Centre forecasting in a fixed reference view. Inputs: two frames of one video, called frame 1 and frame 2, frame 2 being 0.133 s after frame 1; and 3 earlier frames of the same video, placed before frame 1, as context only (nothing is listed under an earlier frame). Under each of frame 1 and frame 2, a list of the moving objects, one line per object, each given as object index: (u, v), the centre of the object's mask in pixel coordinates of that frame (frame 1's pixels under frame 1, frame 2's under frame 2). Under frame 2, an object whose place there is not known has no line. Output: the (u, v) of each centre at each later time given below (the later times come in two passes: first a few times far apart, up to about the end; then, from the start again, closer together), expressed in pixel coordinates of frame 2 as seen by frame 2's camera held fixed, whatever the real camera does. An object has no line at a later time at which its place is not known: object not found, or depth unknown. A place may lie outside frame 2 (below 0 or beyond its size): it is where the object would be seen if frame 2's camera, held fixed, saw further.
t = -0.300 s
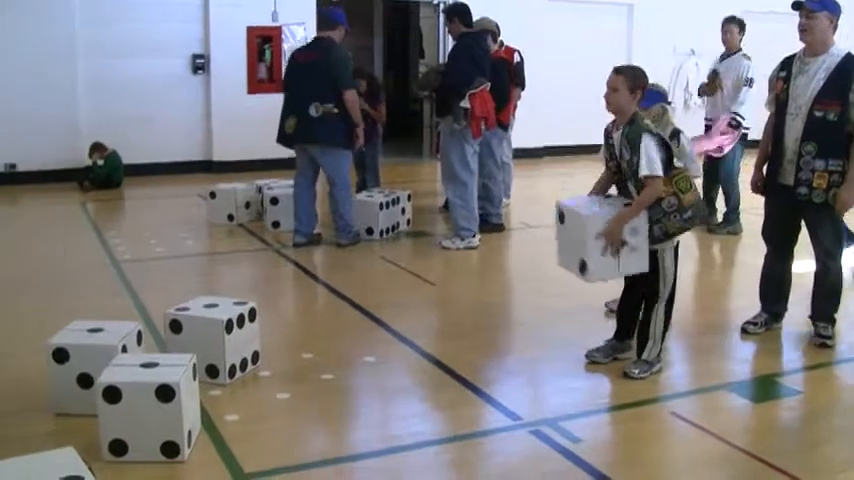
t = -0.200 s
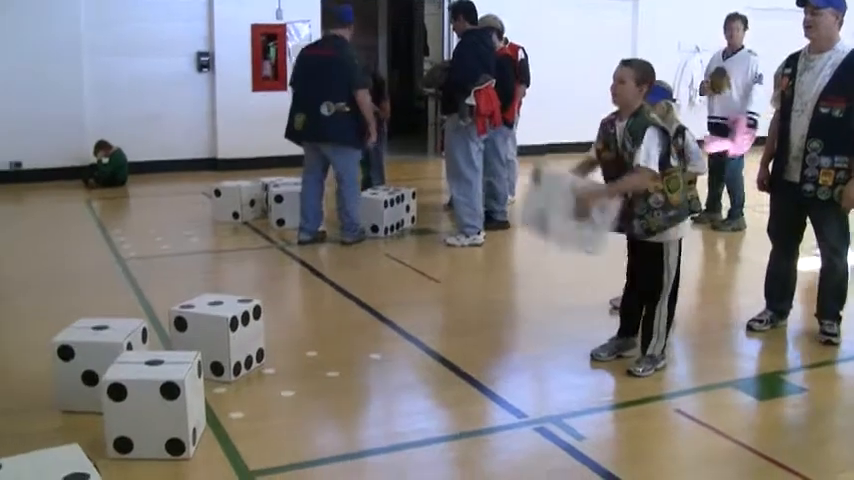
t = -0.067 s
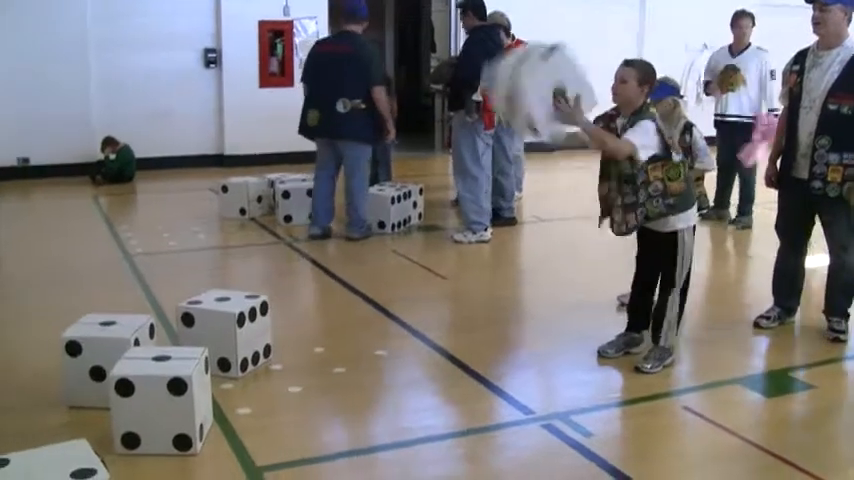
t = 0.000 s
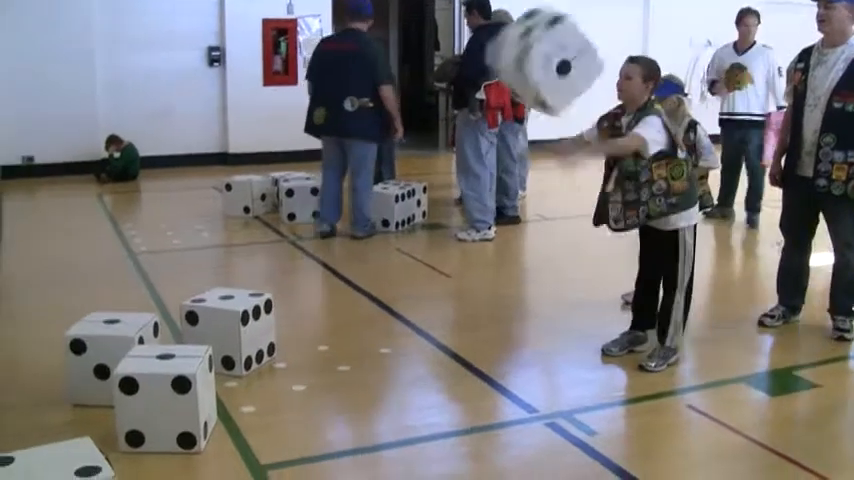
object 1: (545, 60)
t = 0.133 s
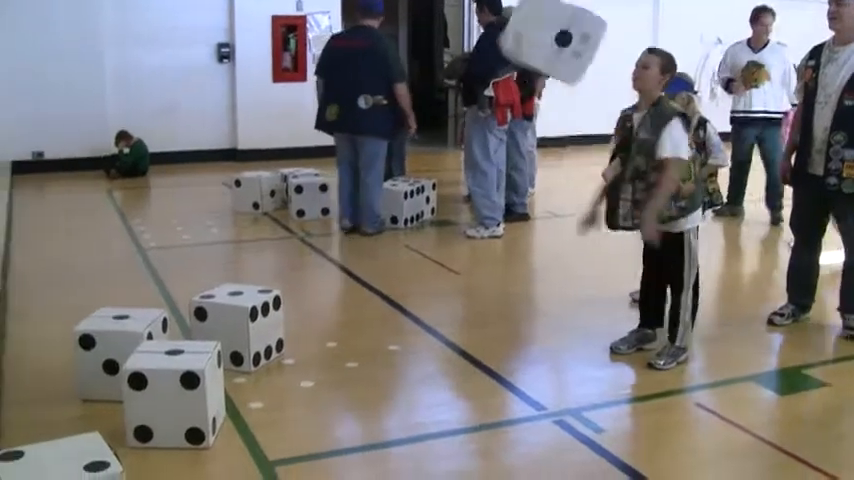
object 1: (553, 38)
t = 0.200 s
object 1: (551, 37)
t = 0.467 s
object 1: (542, 127)
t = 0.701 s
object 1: (526, 298)
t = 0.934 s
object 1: (565, 315)
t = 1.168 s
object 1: (621, 323)
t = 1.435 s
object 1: (672, 336)
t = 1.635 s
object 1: (689, 344)
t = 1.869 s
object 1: (690, 345)
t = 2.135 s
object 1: (694, 346)
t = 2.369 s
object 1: (696, 346)
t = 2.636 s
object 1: (698, 346)
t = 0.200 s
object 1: (551, 37)
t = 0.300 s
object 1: (549, 54)
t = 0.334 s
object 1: (549, 65)
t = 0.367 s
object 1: (546, 79)
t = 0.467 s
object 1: (542, 127)
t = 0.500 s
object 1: (539, 148)
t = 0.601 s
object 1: (534, 217)
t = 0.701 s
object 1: (526, 298)
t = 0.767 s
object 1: (532, 319)
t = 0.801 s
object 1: (538, 315)
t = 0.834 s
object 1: (544, 313)
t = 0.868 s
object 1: (551, 312)
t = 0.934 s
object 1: (565, 315)
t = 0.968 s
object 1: (574, 321)
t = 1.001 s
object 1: (581, 322)
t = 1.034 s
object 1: (589, 325)
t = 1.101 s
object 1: (605, 326)
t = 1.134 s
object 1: (613, 324)
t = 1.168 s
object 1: (621, 323)
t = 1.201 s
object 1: (629, 324)
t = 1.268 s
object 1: (645, 330)
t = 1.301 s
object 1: (651, 331)
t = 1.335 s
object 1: (656, 331)
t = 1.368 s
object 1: (661, 331)
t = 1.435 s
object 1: (672, 336)
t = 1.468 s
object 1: (676, 338)
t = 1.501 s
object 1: (681, 342)
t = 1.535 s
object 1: (684, 344)
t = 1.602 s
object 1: (688, 344)
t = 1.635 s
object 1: (689, 344)
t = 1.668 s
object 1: (690, 345)
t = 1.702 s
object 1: (690, 345)
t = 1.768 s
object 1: (690, 345)
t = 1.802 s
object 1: (690, 345)
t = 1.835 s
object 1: (690, 345)
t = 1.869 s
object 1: (690, 345)
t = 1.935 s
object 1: (691, 345)
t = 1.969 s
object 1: (692, 345)
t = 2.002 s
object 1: (692, 345)
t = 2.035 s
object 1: (692, 345)
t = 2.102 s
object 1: (694, 345)
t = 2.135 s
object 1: (694, 346)
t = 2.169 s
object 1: (695, 346)
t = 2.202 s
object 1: (695, 346)
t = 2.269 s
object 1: (695, 346)
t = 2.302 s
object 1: (695, 346)
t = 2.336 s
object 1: (695, 346)
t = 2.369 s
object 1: (696, 346)
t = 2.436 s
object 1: (697, 346)
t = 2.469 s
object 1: (697, 346)
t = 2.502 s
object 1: (697, 346)
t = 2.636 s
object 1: (698, 346)
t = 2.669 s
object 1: (698, 346)
